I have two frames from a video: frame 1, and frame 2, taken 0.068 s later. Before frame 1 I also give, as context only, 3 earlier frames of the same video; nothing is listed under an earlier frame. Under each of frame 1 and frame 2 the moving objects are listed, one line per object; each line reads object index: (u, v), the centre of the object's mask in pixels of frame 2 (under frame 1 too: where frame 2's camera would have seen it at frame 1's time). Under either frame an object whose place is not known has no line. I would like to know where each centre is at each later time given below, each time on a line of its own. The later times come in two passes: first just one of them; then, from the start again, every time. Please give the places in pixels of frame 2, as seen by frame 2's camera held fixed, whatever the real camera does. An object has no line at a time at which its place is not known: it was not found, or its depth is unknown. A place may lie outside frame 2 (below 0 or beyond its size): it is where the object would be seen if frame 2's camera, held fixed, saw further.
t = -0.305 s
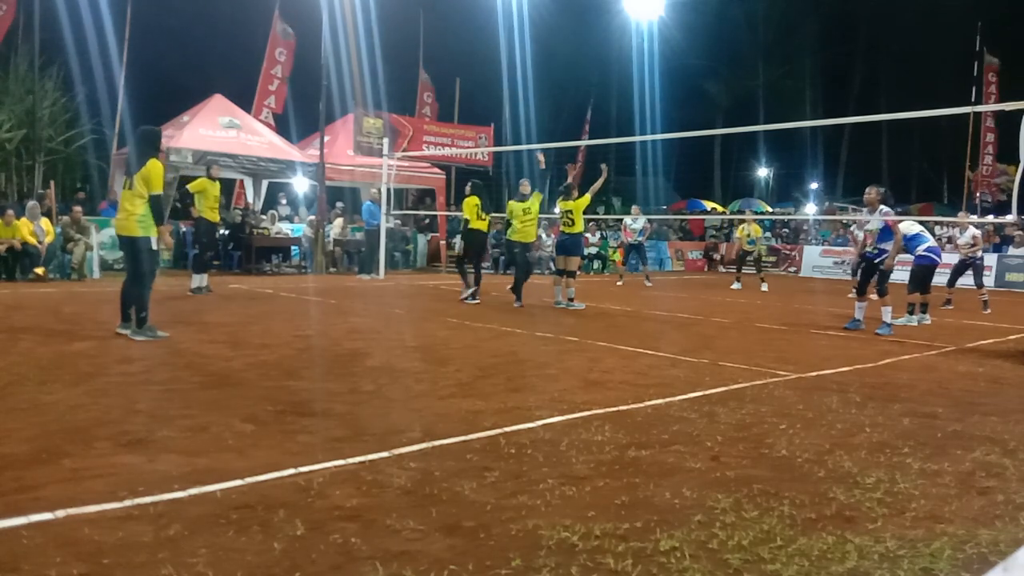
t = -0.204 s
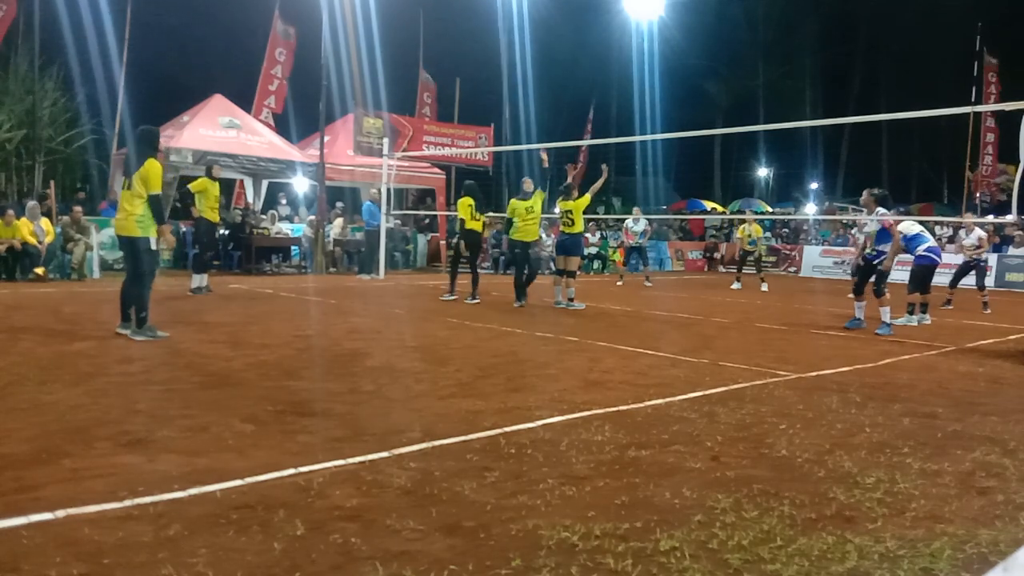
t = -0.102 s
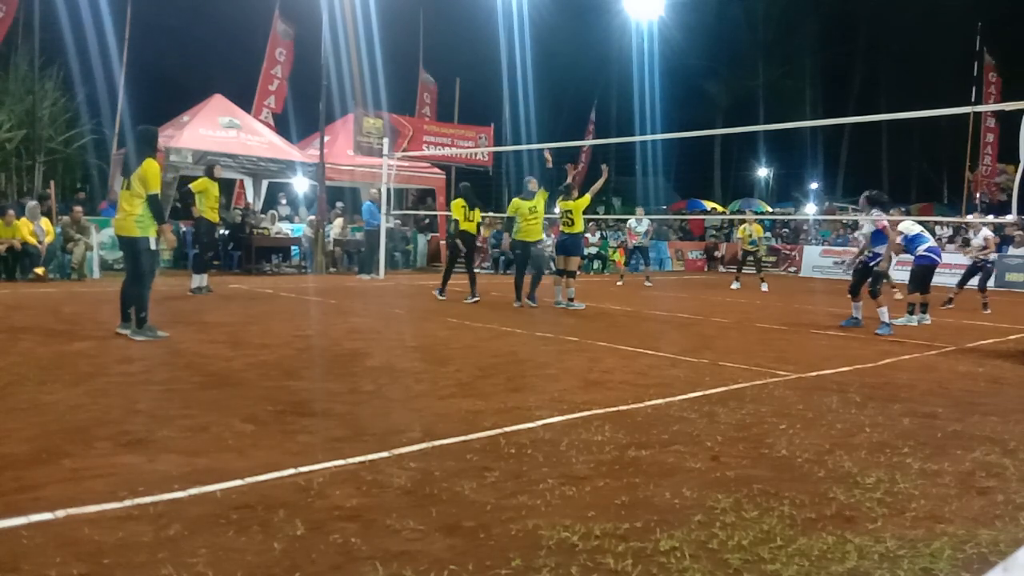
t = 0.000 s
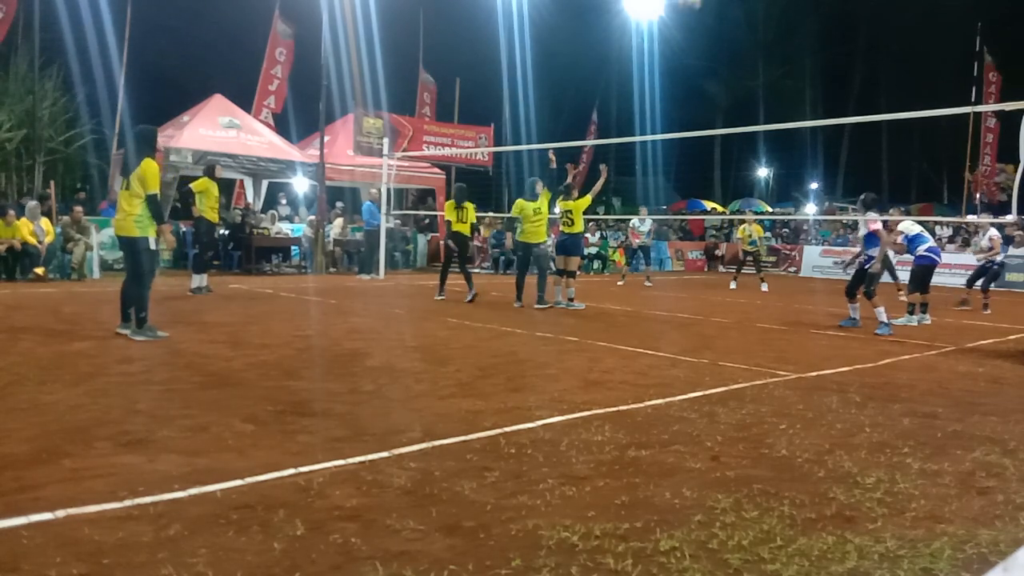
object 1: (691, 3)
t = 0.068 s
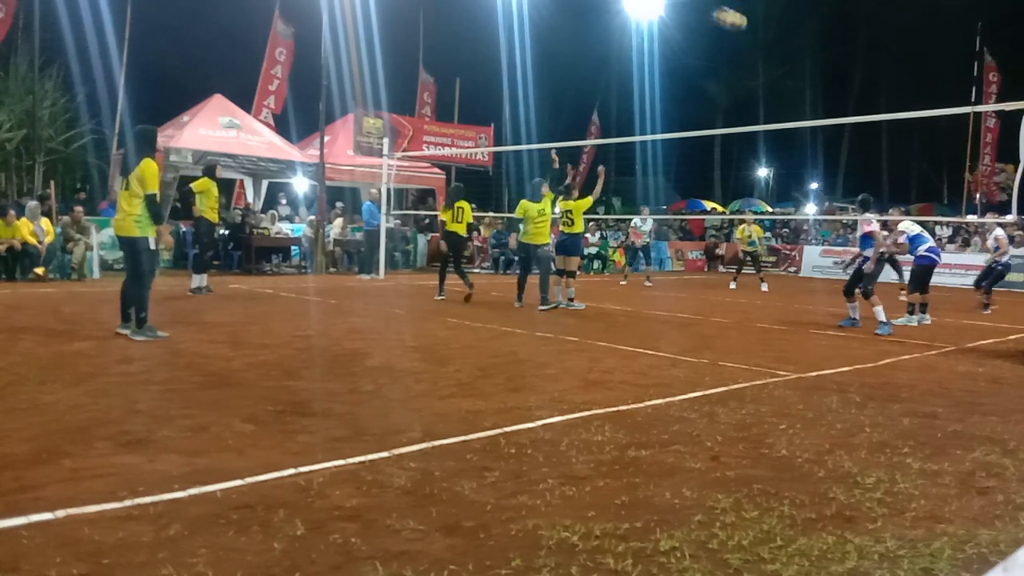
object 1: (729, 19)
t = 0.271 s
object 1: (837, 84)
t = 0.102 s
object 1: (749, 29)
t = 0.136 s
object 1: (769, 39)
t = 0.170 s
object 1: (788, 50)
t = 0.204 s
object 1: (805, 61)
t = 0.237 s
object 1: (822, 73)
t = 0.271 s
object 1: (837, 84)
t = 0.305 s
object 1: (851, 95)
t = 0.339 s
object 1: (864, 106)
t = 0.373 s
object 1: (877, 115)
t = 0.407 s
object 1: (890, 129)
